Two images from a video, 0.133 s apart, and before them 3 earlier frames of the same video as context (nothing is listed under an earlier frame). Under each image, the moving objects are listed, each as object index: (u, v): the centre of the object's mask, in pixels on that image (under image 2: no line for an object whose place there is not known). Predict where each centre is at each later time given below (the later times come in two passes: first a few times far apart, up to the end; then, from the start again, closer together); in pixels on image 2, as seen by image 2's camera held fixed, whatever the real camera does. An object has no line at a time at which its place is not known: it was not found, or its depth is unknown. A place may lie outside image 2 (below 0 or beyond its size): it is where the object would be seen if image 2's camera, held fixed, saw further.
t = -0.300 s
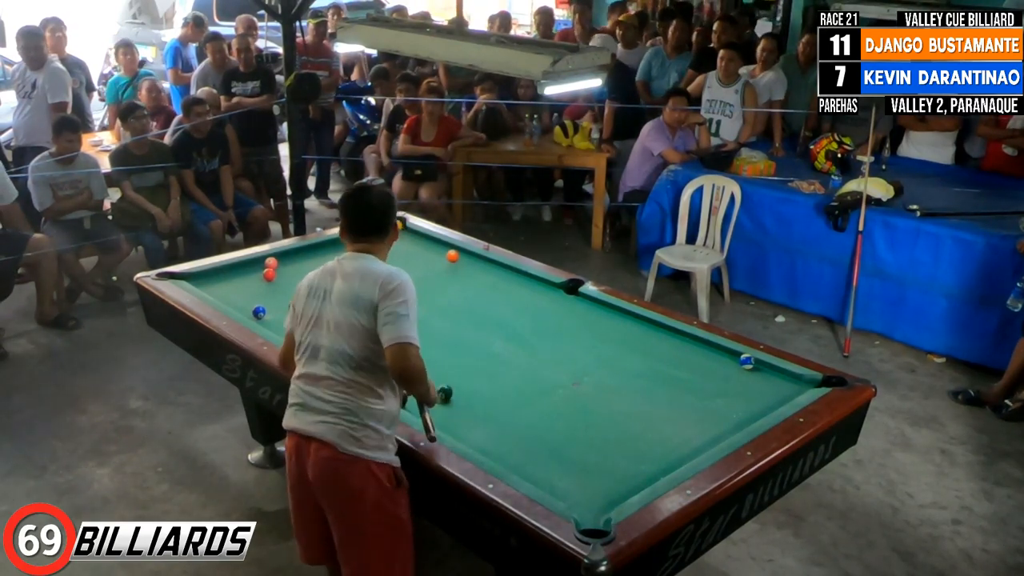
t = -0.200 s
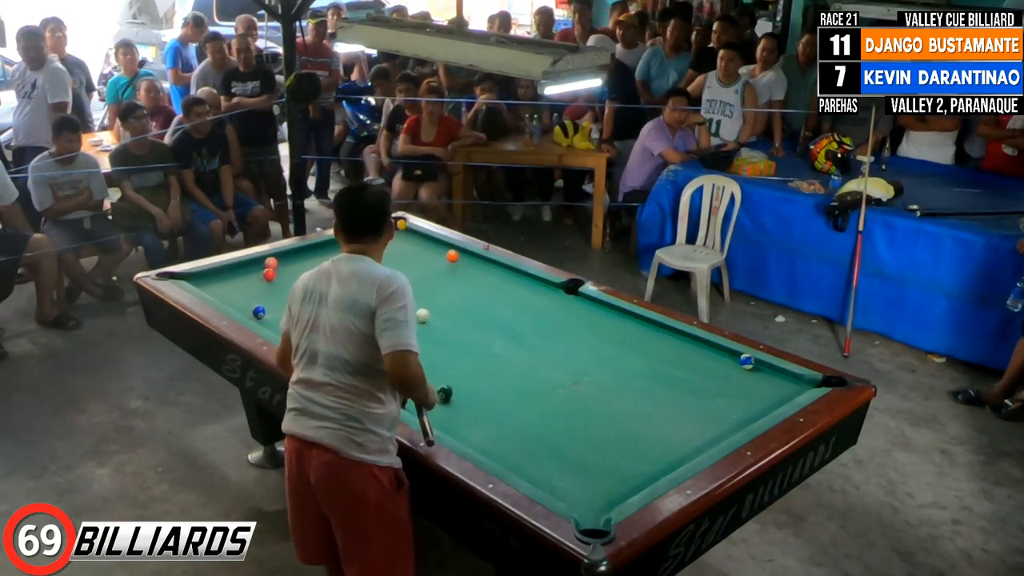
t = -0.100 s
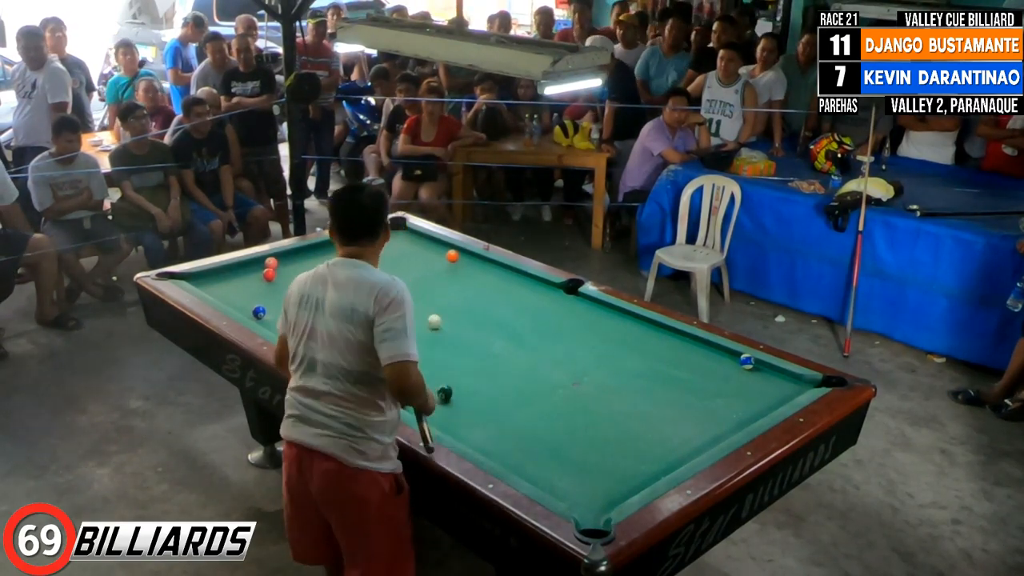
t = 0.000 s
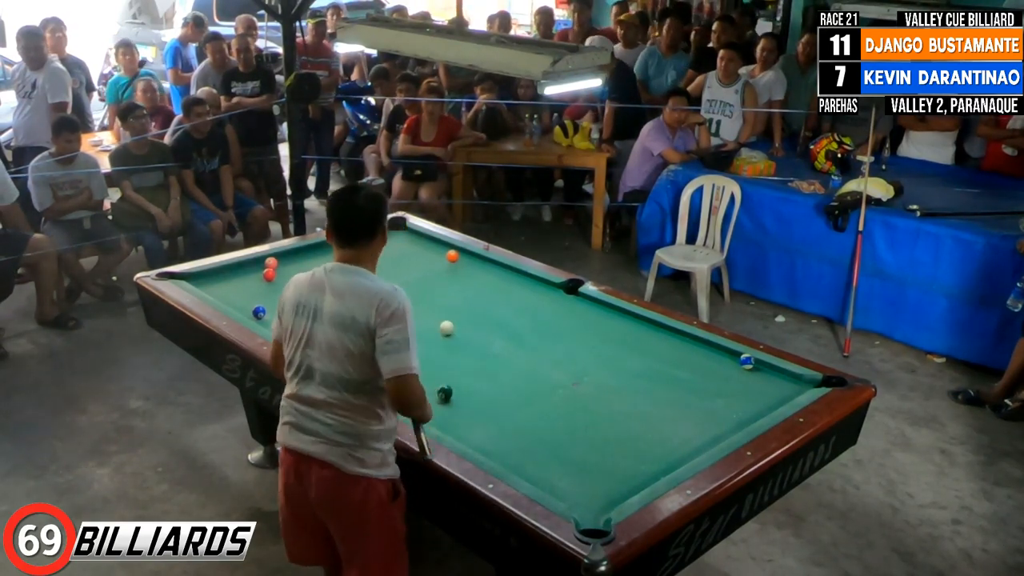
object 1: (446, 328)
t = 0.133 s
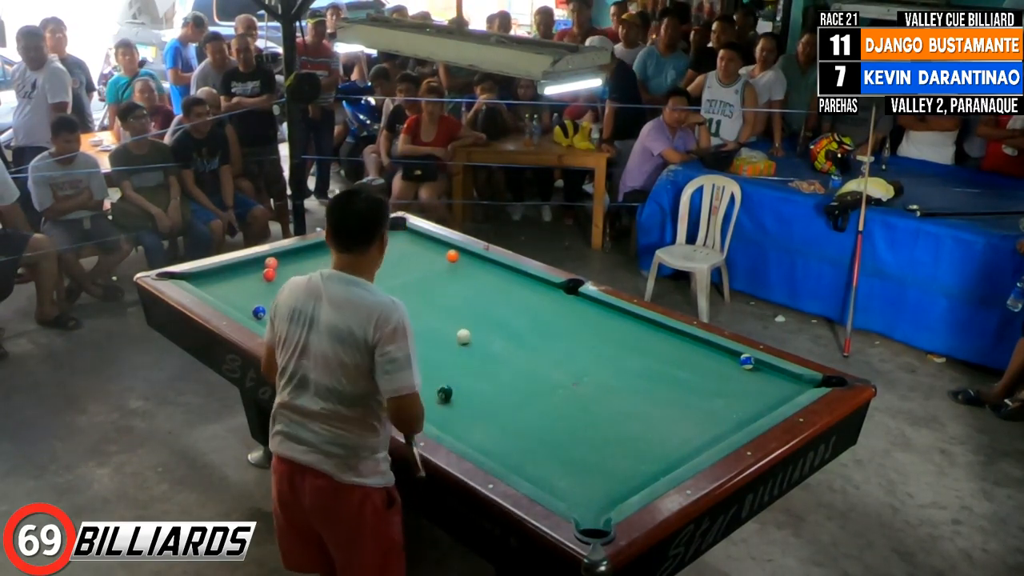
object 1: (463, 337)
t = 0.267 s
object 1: (481, 346)
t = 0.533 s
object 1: (517, 364)
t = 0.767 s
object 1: (550, 380)
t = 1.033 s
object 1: (591, 400)
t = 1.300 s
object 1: (634, 420)
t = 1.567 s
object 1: (678, 442)
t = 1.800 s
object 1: (689, 447)
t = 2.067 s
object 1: (663, 435)
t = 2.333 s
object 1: (639, 424)
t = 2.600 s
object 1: (618, 413)
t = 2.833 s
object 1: (601, 405)
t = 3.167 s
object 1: (575, 390)
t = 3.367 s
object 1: (569, 388)
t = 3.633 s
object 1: (555, 380)
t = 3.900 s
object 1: (543, 373)
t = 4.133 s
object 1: (535, 367)
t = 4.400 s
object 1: (526, 362)
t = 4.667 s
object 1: (518, 357)
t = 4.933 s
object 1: (511, 352)
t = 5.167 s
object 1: (506, 349)
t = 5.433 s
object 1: (502, 346)
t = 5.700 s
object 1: (498, 343)
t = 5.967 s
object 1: (495, 341)
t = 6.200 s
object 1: (493, 339)
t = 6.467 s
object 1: (492, 338)
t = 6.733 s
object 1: (491, 337)
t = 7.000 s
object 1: (491, 337)
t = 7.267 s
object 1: (491, 337)
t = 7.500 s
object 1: (491, 337)
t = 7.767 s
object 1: (491, 337)
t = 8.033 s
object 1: (491, 337)
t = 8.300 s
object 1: (491, 337)
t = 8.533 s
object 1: (491, 337)
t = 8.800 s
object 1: (491, 337)
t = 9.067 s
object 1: (491, 337)
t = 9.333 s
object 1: (491, 337)
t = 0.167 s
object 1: (468, 339)
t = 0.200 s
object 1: (472, 341)
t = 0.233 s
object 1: (476, 343)
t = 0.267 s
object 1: (481, 346)
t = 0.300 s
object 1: (485, 348)
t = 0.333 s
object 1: (489, 350)
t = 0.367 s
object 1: (494, 352)
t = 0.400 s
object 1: (498, 354)
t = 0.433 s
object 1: (503, 357)
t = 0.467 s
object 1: (507, 359)
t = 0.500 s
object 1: (512, 362)
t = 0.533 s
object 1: (517, 364)
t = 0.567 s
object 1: (522, 366)
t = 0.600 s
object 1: (526, 368)
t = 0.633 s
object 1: (531, 371)
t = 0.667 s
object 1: (536, 373)
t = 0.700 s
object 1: (541, 376)
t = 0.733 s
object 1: (546, 378)
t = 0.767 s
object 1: (550, 380)
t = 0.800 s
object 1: (555, 383)
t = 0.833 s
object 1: (561, 385)
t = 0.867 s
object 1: (566, 388)
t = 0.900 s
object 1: (570, 390)
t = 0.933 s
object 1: (576, 393)
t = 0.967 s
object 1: (581, 395)
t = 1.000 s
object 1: (586, 397)
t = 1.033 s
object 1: (591, 400)
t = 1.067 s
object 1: (596, 403)
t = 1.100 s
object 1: (601, 405)
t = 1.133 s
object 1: (607, 408)
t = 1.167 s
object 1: (612, 410)
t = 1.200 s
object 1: (617, 413)
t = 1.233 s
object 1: (623, 415)
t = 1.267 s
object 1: (628, 418)
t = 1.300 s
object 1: (634, 420)
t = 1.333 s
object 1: (639, 423)
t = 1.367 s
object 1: (644, 426)
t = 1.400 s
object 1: (650, 428)
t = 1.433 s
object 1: (655, 431)
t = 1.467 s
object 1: (661, 434)
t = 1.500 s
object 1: (667, 437)
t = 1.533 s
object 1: (673, 439)
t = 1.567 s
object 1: (678, 442)
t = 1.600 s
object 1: (684, 444)
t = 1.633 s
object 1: (689, 447)
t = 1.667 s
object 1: (694, 449)
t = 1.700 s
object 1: (699, 450)
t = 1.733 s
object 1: (695, 449)
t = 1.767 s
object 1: (692, 449)
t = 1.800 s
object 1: (689, 447)
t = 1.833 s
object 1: (686, 446)
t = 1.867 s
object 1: (682, 444)
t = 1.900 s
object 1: (679, 442)
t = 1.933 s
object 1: (675, 441)
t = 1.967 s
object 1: (672, 439)
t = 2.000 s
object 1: (669, 438)
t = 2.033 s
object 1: (666, 436)
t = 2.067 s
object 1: (663, 435)
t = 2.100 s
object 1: (660, 434)
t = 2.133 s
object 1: (657, 432)
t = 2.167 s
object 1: (654, 431)
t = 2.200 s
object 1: (651, 429)
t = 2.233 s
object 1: (648, 428)
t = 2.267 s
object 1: (645, 426)
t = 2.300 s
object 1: (642, 425)
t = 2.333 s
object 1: (639, 424)
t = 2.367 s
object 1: (637, 422)
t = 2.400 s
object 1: (634, 421)
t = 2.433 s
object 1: (631, 420)
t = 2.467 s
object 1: (629, 419)
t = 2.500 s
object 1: (626, 417)
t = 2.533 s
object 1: (623, 416)
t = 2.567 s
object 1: (618, 414)
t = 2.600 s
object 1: (618, 413)
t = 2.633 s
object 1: (616, 412)
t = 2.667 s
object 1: (613, 411)
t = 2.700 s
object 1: (610, 410)
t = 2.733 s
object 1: (608, 408)
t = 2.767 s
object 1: (606, 407)
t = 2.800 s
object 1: (604, 406)
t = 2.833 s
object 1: (601, 405)
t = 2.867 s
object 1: (602, 400)
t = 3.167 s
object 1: (575, 390)
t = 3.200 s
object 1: (578, 392)
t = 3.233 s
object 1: (576, 392)
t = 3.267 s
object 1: (574, 391)
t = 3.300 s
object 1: (573, 390)
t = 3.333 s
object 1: (571, 389)
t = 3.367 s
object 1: (569, 388)
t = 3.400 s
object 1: (567, 387)
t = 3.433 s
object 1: (566, 386)
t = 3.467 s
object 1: (564, 385)
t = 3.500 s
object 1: (561, 384)
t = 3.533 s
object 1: (560, 383)
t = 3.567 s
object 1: (558, 382)
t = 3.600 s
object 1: (557, 381)
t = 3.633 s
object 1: (555, 380)
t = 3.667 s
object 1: (554, 379)
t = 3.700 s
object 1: (552, 379)
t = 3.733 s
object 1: (551, 378)
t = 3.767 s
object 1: (549, 377)
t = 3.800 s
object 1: (548, 376)
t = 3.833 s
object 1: (546, 375)
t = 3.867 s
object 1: (545, 374)
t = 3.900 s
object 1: (543, 373)
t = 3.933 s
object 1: (542, 372)
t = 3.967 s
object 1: (541, 371)
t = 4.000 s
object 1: (539, 371)
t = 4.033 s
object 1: (538, 370)
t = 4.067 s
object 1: (537, 369)
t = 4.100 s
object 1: (536, 368)
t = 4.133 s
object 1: (535, 367)
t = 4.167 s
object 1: (533, 367)
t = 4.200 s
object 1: (532, 366)
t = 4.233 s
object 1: (531, 365)
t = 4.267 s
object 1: (530, 365)
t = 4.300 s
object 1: (529, 364)
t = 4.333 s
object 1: (528, 363)
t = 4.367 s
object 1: (526, 362)
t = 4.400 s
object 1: (526, 362)
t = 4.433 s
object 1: (525, 361)
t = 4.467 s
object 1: (523, 360)
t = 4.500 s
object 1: (522, 360)
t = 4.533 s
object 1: (521, 359)
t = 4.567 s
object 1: (520, 359)
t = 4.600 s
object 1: (520, 358)
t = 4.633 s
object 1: (519, 357)
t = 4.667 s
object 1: (518, 357)
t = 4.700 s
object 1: (517, 356)
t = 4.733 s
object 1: (516, 355)
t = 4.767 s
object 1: (515, 355)
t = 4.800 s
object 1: (514, 354)
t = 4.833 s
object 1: (513, 354)
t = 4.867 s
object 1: (513, 353)
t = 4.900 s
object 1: (512, 353)
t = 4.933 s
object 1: (511, 352)
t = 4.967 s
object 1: (510, 352)
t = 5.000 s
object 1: (510, 351)
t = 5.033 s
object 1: (509, 351)
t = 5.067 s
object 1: (508, 350)
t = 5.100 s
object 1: (507, 350)
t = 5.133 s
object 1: (507, 349)
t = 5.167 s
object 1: (506, 349)
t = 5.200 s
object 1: (505, 348)
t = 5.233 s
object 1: (505, 348)
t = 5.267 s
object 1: (504, 347)
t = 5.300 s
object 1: (504, 347)
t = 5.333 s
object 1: (503, 347)
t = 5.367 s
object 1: (502, 346)
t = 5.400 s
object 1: (502, 346)
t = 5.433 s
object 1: (502, 346)
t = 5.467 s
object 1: (501, 345)
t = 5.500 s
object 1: (501, 345)
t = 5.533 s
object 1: (500, 344)
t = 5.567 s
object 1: (499, 344)
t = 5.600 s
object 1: (499, 344)
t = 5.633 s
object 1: (499, 343)
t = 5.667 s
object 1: (498, 343)
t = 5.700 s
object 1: (498, 343)
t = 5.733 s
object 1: (497, 342)
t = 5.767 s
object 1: (497, 342)
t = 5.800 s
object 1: (497, 342)
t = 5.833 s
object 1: (496, 341)
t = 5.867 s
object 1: (496, 341)
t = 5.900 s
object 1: (496, 341)
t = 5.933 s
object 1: (495, 341)
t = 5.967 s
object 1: (495, 341)
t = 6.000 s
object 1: (495, 340)
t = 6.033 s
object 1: (495, 340)
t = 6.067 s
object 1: (494, 340)
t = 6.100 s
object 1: (494, 340)
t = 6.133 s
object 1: (494, 339)
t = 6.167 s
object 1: (494, 339)
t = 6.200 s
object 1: (493, 339)
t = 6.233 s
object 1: (493, 339)
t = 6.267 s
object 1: (493, 339)
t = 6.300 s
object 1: (493, 338)
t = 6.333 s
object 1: (493, 338)
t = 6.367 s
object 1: (492, 338)
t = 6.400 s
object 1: (492, 338)
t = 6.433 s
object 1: (492, 338)
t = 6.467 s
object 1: (492, 338)
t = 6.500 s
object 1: (492, 338)
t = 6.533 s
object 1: (492, 337)
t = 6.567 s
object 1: (492, 337)
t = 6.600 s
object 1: (492, 337)
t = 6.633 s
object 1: (491, 337)
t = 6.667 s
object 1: (491, 337)
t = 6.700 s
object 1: (491, 337)
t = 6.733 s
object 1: (491, 337)
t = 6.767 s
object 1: (491, 337)
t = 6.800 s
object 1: (491, 337)
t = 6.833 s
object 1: (491, 337)
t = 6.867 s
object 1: (491, 337)
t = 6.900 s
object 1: (491, 337)
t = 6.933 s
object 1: (491, 337)
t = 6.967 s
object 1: (491, 337)
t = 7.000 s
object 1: (491, 337)
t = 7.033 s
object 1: (491, 337)
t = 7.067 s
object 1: (491, 337)
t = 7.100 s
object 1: (491, 337)
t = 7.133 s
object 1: (491, 337)
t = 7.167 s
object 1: (491, 337)
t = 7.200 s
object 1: (491, 337)
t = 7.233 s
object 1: (491, 337)
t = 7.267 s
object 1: (491, 337)
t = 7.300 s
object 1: (491, 337)
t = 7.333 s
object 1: (491, 337)
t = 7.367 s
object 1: (491, 337)
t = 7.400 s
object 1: (491, 337)
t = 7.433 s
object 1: (491, 337)
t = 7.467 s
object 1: (491, 337)
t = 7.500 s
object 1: (491, 337)
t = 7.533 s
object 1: (491, 337)
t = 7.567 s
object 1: (491, 337)
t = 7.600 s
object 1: (491, 337)
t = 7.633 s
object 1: (491, 337)
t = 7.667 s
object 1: (491, 337)
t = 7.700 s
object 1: (491, 337)
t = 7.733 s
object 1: (491, 337)
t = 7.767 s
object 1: (491, 337)
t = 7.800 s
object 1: (491, 337)
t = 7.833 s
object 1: (491, 337)
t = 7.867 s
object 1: (491, 337)
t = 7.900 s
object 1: (491, 337)
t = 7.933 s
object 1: (491, 337)
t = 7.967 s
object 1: (491, 337)
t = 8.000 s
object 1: (491, 337)
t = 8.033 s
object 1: (491, 337)
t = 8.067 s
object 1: (491, 337)
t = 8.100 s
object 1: (491, 337)
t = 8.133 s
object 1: (491, 337)
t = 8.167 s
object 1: (491, 337)
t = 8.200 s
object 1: (491, 337)
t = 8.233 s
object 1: (491, 337)
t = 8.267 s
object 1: (491, 337)
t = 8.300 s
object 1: (491, 337)
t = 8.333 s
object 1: (491, 337)
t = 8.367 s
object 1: (491, 337)
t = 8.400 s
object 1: (491, 337)
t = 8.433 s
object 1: (491, 337)
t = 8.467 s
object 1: (491, 337)
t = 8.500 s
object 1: (491, 337)
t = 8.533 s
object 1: (491, 337)
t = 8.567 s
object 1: (491, 337)
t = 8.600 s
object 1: (491, 337)
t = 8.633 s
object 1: (491, 337)
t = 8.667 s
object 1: (491, 337)
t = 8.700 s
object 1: (491, 337)
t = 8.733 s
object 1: (491, 337)
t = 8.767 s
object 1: (491, 337)
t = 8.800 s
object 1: (491, 337)
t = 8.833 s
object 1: (491, 337)
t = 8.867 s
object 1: (491, 337)
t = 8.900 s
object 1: (491, 337)
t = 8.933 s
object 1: (491, 337)
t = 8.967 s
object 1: (491, 337)
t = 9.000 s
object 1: (491, 337)
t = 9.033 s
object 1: (491, 337)
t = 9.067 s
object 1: (491, 337)
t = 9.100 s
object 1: (491, 337)
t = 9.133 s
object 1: (491, 337)
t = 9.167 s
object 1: (491, 337)
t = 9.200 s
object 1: (491, 337)
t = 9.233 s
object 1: (491, 337)
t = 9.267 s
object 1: (491, 337)
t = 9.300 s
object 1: (491, 337)
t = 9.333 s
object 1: (491, 337)
